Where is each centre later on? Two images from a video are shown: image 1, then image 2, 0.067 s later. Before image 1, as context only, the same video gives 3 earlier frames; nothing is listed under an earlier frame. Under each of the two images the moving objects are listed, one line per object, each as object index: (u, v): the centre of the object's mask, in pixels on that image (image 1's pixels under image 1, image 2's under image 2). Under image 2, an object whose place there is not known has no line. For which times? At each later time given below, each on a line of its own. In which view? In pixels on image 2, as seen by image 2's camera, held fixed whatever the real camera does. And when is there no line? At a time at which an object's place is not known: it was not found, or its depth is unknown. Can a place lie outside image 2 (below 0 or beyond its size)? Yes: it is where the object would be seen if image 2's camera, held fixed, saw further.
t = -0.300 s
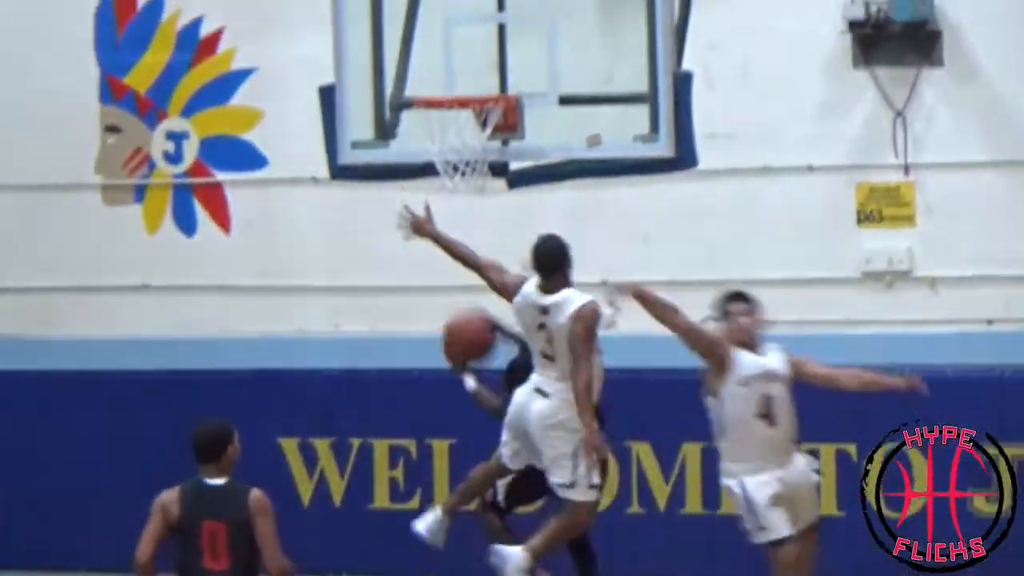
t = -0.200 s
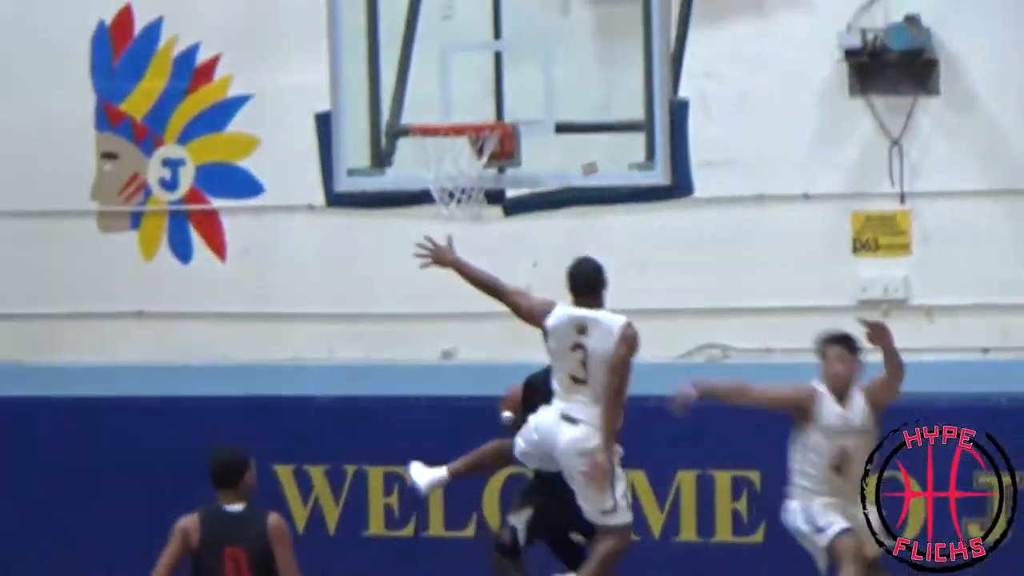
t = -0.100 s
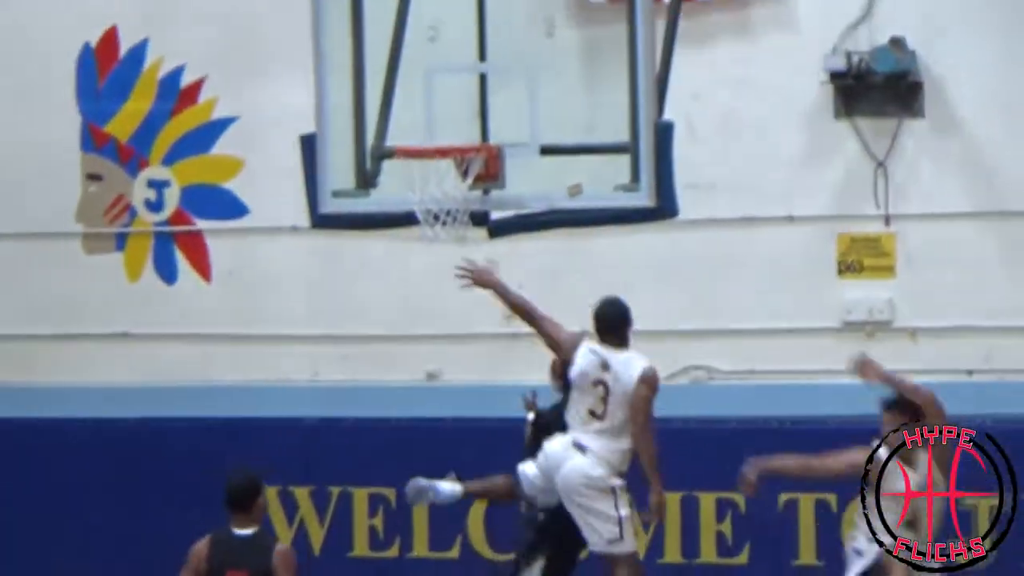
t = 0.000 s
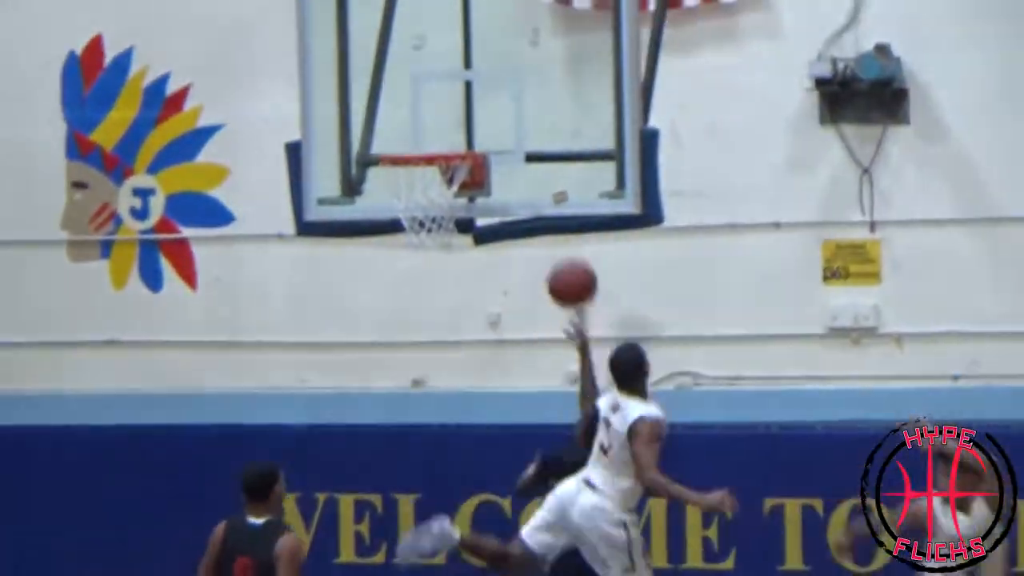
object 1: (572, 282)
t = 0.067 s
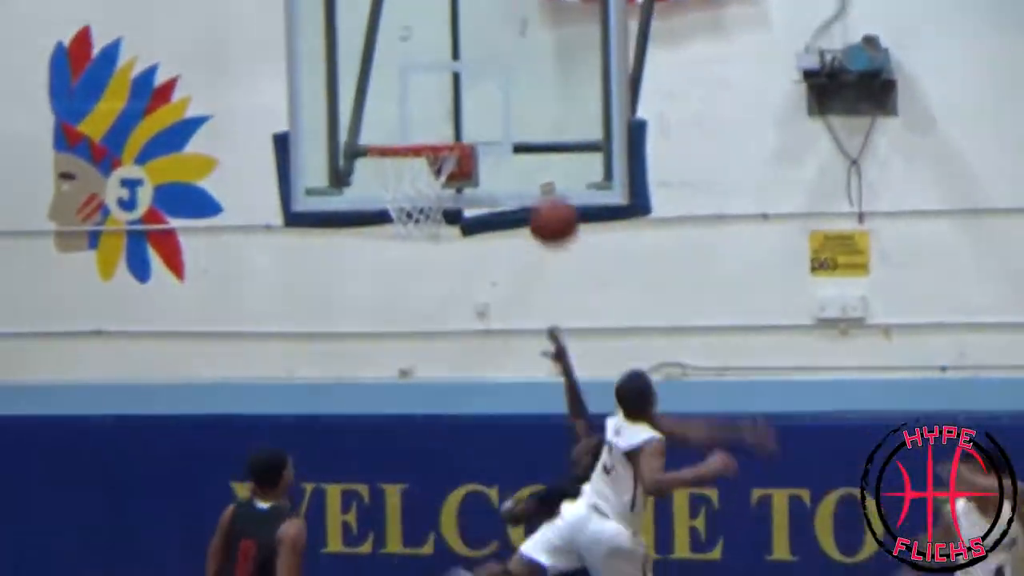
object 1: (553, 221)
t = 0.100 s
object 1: (551, 198)
